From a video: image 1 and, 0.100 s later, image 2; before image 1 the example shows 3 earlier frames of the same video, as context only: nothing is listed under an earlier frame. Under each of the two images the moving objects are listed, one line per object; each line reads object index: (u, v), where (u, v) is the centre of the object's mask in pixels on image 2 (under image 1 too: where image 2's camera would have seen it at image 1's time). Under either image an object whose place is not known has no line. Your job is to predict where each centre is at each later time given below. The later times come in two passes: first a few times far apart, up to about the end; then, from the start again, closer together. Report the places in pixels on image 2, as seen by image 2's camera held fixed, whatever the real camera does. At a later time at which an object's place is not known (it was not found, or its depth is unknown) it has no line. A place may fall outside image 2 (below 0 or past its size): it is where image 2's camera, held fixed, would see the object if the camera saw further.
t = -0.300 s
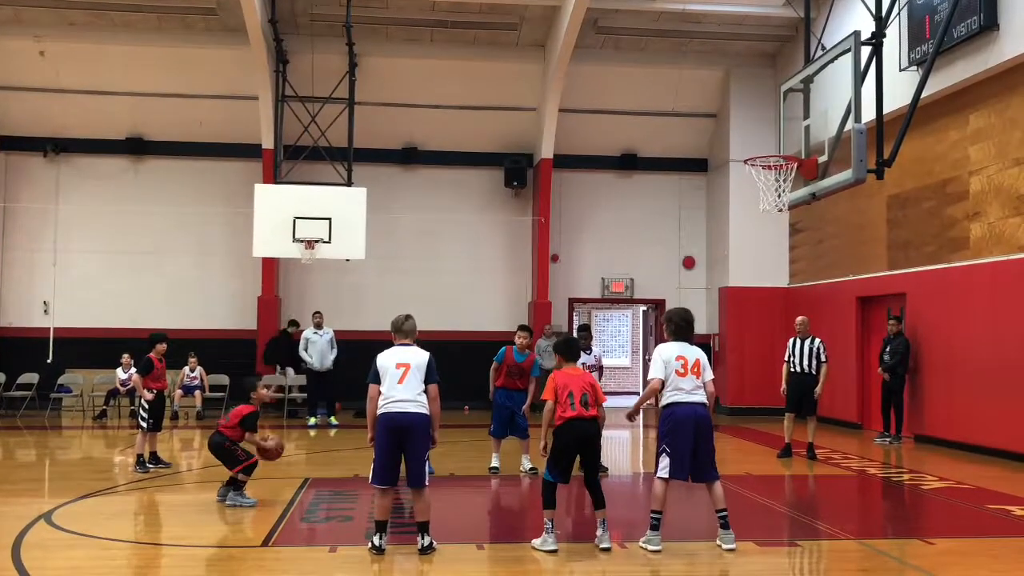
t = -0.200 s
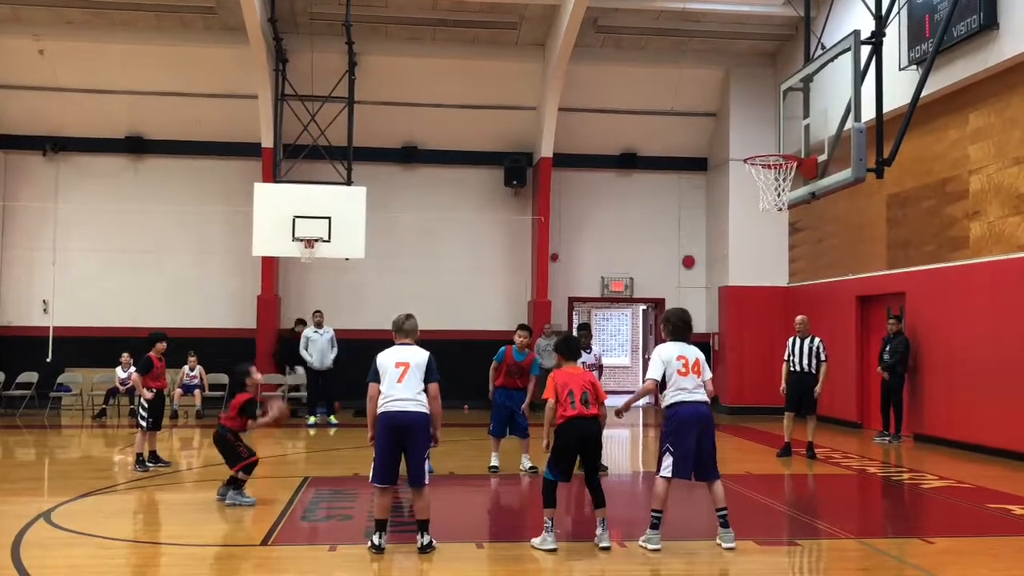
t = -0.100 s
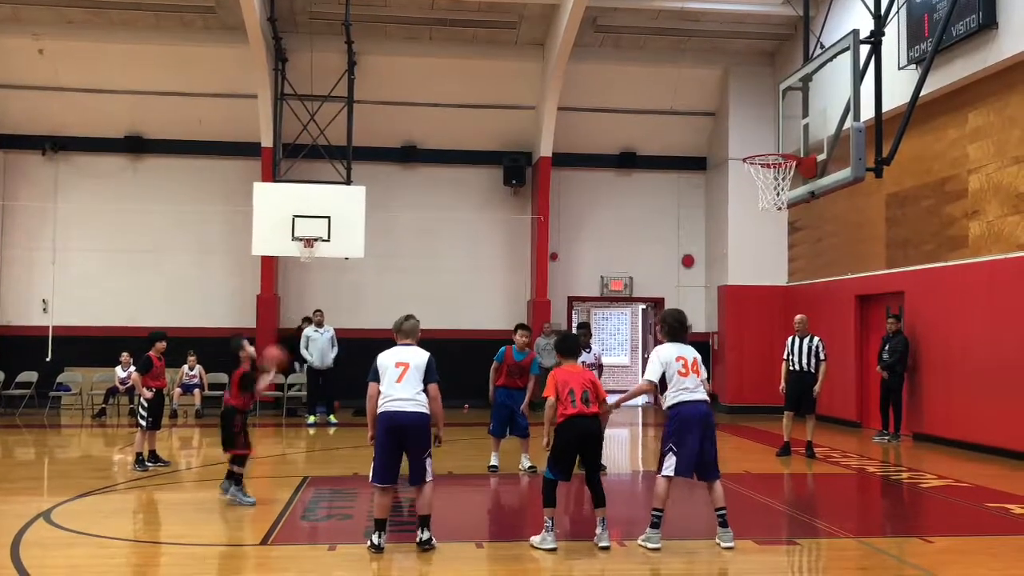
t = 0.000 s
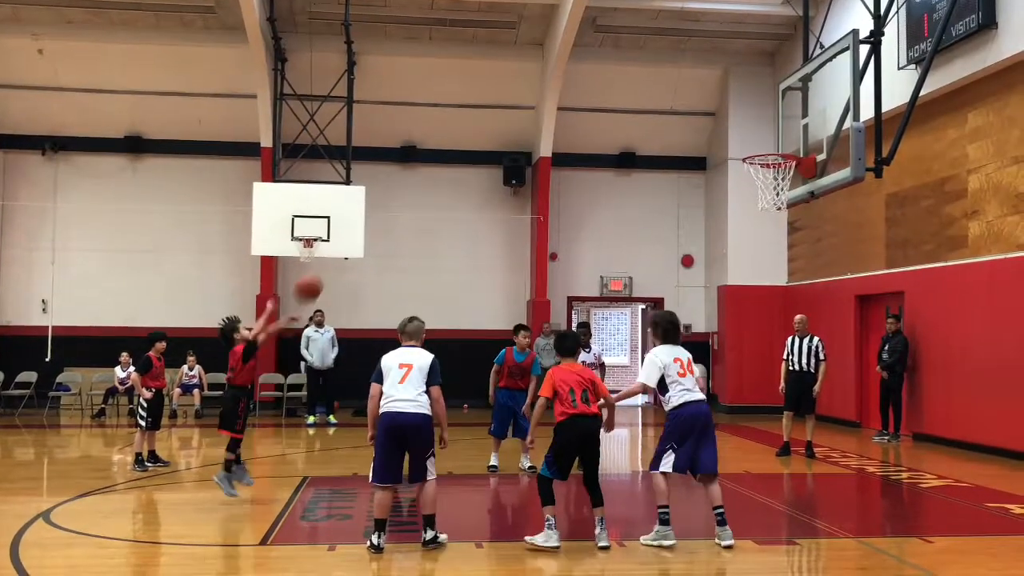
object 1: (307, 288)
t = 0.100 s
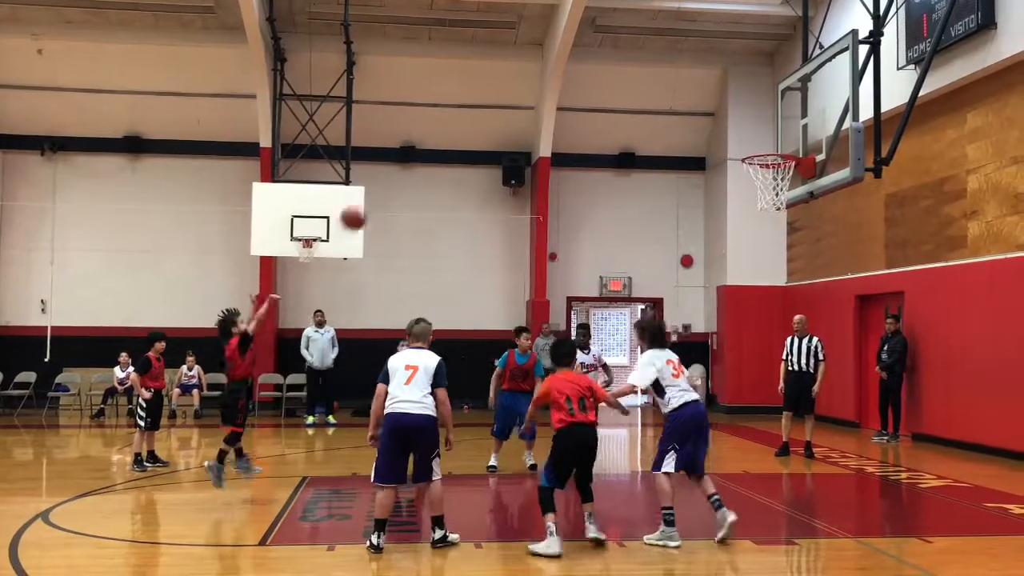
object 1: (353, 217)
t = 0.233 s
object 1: (410, 143)
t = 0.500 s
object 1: (520, 58)
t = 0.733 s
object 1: (612, 46)
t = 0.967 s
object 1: (701, 93)
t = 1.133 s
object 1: (762, 160)
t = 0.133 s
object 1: (368, 198)
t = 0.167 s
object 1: (382, 179)
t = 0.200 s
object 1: (397, 160)
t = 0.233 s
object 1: (410, 143)
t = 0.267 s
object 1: (424, 129)
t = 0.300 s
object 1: (437, 116)
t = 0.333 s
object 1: (451, 103)
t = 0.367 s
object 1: (465, 91)
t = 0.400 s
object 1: (479, 81)
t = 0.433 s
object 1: (492, 73)
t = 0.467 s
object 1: (506, 64)
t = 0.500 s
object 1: (520, 58)
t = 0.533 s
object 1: (533, 52)
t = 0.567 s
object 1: (546, 49)
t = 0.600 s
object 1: (559, 47)
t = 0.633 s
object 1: (573, 45)
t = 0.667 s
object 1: (586, 44)
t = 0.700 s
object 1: (599, 44)
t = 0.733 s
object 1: (612, 46)
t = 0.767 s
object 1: (625, 49)
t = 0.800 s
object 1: (638, 54)
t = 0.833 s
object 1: (651, 59)
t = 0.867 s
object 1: (663, 66)
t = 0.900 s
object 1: (676, 74)
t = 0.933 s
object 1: (688, 84)
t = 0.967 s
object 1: (701, 93)
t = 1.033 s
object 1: (727, 117)
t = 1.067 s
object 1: (738, 131)
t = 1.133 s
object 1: (762, 160)
